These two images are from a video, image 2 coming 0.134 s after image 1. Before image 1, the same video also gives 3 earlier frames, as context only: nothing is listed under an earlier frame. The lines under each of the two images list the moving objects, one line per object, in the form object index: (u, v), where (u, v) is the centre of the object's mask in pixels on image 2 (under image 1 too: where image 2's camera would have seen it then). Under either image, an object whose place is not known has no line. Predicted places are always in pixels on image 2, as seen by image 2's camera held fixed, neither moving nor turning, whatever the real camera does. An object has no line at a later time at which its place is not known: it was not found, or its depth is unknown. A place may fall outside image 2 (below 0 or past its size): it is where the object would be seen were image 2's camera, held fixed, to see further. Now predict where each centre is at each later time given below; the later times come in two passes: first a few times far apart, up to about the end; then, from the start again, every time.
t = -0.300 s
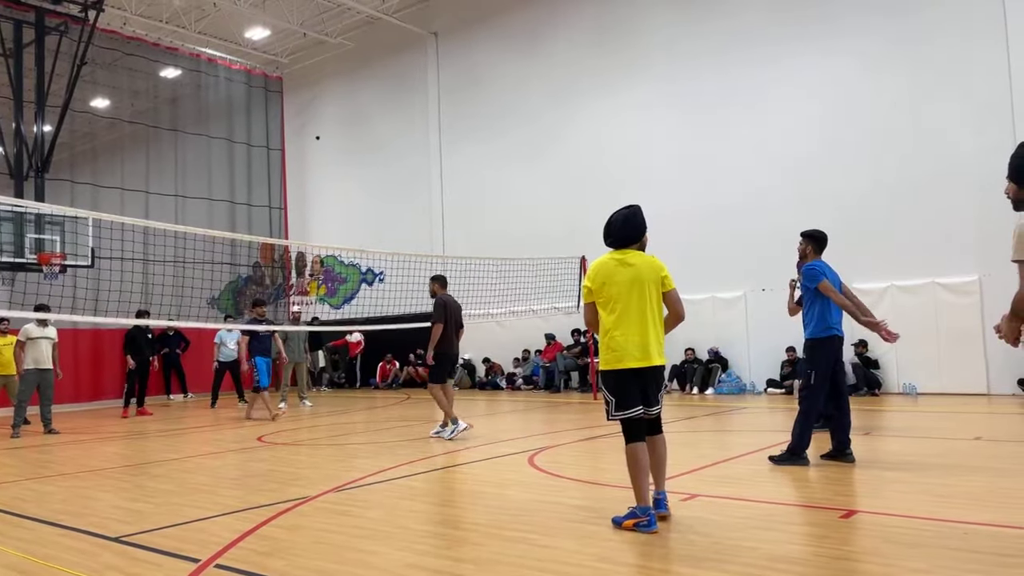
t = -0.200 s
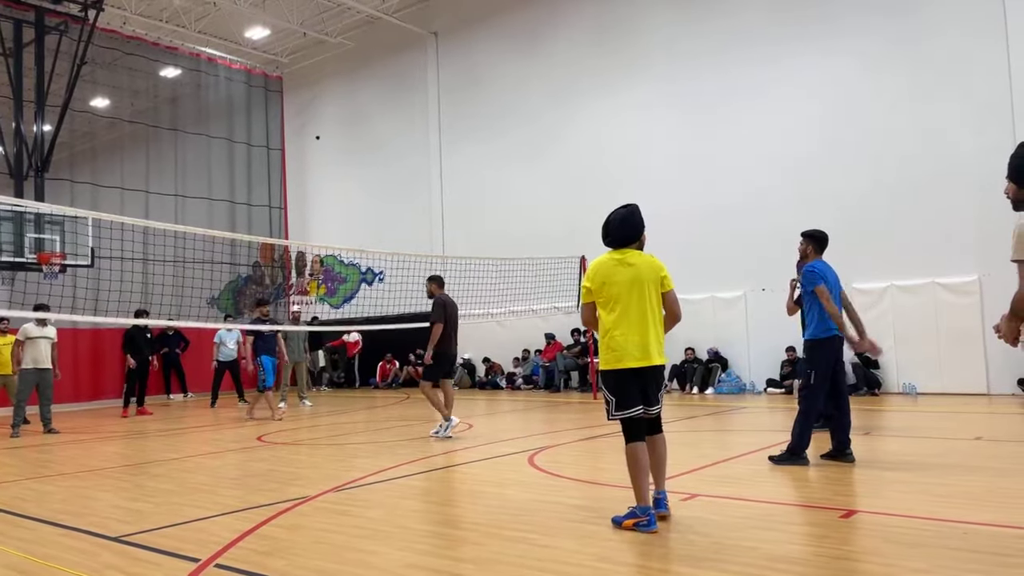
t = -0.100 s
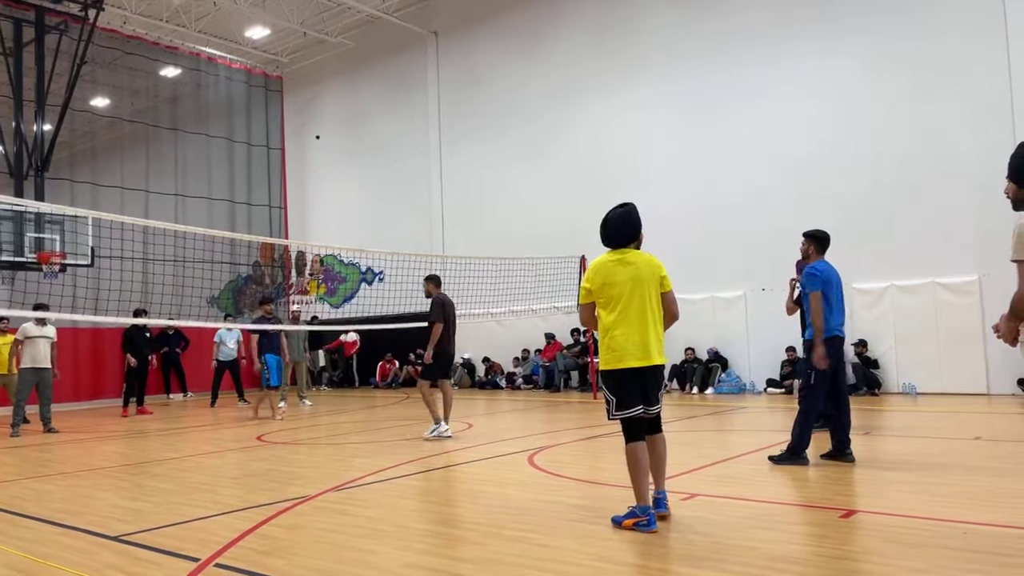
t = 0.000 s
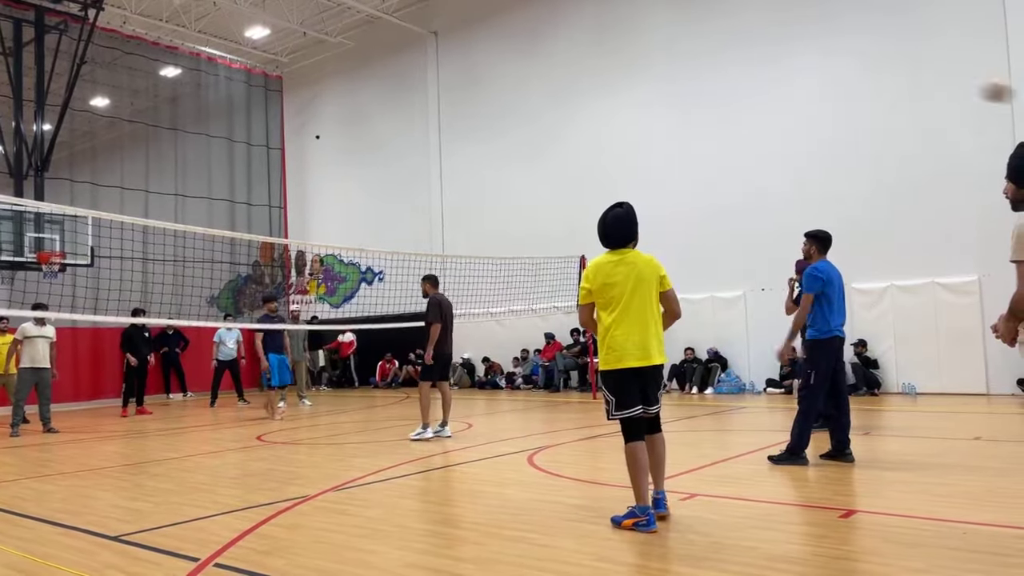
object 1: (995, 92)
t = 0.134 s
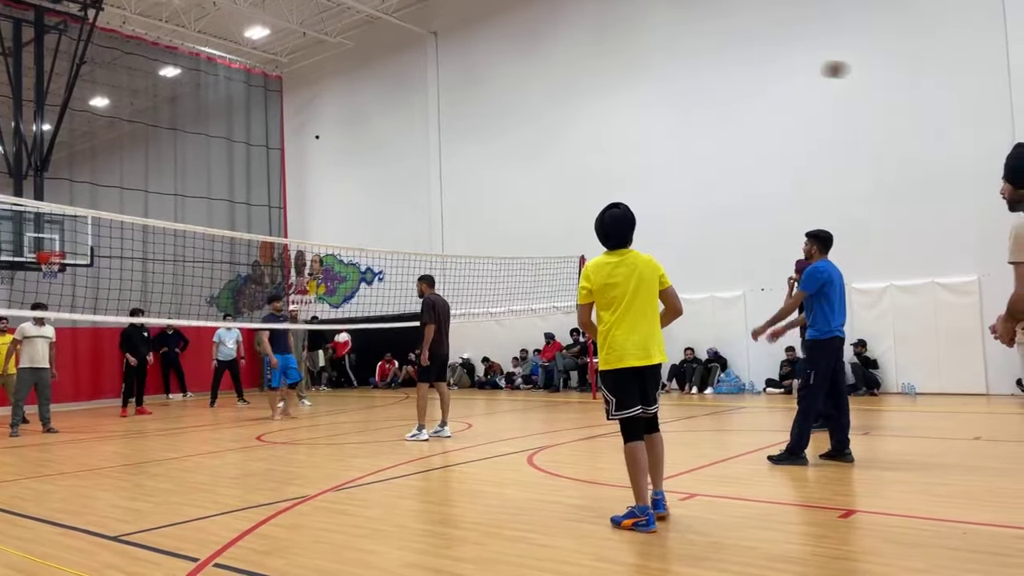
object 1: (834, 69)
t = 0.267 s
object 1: (708, 67)
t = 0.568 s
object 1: (508, 114)
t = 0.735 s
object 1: (426, 161)
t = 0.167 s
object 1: (800, 67)
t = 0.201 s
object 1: (767, 66)
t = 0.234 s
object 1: (736, 66)
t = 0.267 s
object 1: (708, 67)
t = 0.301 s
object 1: (680, 69)
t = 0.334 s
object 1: (654, 72)
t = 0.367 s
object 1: (630, 76)
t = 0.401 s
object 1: (607, 82)
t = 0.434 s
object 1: (585, 87)
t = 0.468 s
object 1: (565, 93)
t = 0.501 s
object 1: (545, 99)
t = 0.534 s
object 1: (526, 106)
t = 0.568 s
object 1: (508, 114)
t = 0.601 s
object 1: (490, 122)
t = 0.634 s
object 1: (473, 130)
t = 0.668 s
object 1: (457, 140)
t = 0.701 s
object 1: (441, 150)
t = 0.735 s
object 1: (426, 161)
